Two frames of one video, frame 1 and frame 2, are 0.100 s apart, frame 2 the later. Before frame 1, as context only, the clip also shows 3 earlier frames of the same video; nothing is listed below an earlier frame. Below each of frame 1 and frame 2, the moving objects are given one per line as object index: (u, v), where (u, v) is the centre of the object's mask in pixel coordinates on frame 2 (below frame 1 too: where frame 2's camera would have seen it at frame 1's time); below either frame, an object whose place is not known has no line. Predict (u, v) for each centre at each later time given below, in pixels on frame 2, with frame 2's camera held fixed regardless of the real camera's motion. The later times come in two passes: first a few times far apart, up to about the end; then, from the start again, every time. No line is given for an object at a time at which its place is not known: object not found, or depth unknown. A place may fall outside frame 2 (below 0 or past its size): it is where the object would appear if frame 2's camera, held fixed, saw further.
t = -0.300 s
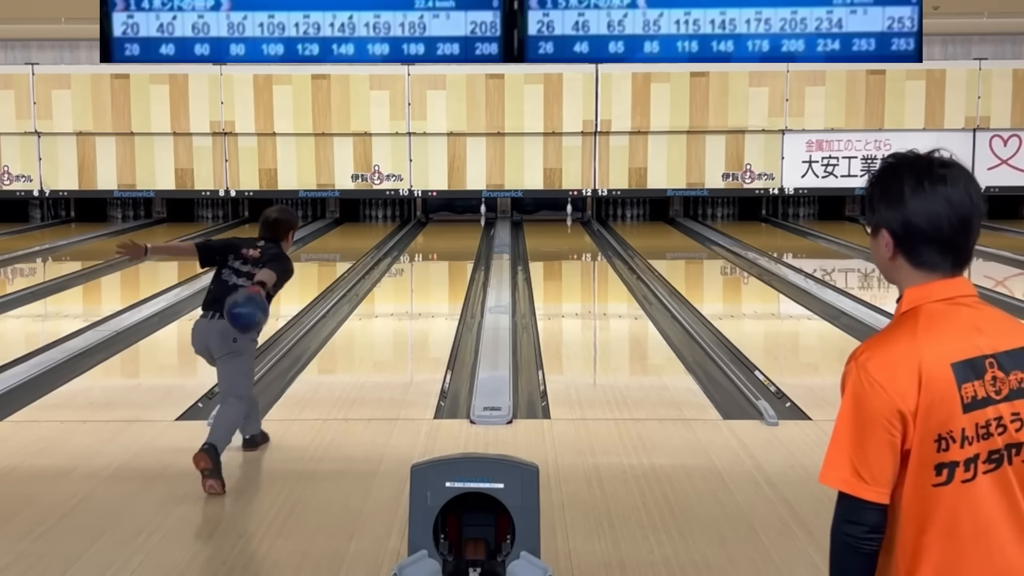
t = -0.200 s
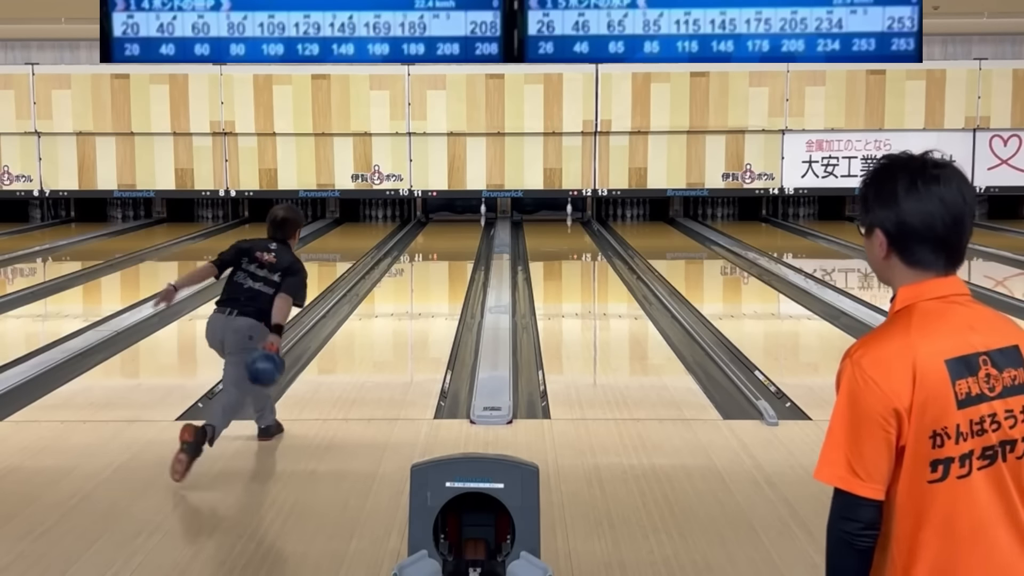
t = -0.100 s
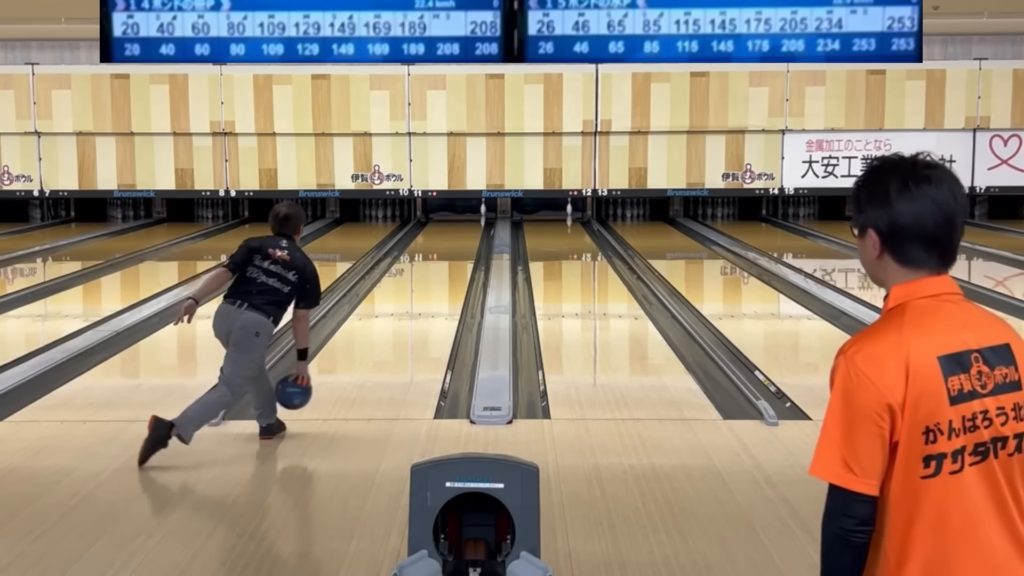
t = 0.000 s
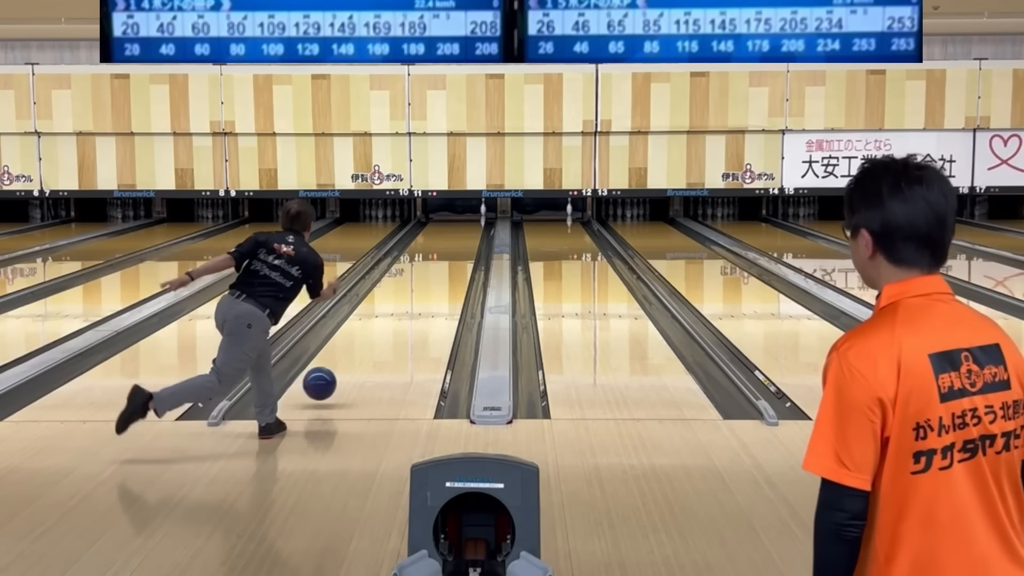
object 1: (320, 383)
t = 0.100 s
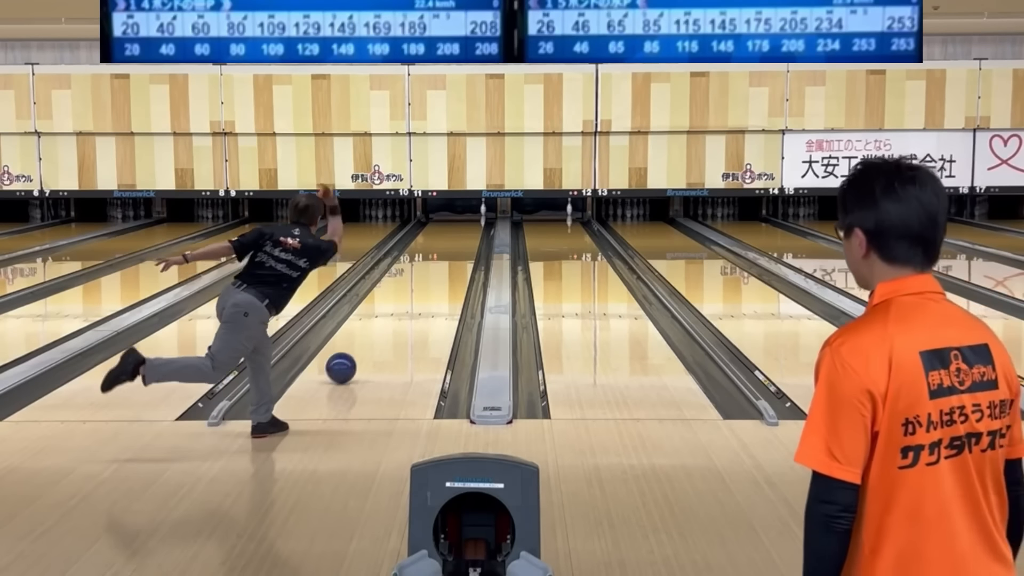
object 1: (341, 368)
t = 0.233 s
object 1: (364, 343)
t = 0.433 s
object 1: (391, 315)
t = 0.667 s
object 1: (414, 290)
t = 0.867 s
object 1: (429, 274)
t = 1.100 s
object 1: (442, 258)
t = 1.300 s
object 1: (452, 247)
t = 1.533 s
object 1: (461, 237)
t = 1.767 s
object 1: (468, 228)
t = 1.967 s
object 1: (473, 223)
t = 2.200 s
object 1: (478, 217)
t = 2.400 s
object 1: (481, 212)
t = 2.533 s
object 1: (481, 210)
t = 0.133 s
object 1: (347, 361)
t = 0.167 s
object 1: (353, 355)
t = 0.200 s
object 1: (359, 349)
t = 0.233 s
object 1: (364, 343)
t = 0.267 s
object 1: (369, 338)
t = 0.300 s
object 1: (374, 333)
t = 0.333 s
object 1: (378, 328)
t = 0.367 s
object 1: (383, 323)
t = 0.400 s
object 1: (387, 319)
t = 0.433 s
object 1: (391, 315)
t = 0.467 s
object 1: (394, 311)
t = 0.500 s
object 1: (398, 307)
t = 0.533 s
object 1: (401, 303)
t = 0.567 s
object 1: (405, 300)
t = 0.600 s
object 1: (408, 296)
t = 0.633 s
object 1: (411, 293)
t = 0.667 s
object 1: (414, 290)
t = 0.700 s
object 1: (416, 287)
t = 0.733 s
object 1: (419, 284)
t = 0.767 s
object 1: (421, 281)
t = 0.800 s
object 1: (424, 279)
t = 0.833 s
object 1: (426, 276)
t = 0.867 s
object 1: (429, 274)
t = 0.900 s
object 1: (431, 271)
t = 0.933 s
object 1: (433, 269)
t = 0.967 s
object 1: (435, 267)
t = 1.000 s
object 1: (437, 264)
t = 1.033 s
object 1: (439, 262)
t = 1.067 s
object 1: (440, 260)
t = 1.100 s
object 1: (442, 258)
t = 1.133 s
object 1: (444, 256)
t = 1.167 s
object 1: (446, 254)
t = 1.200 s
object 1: (447, 252)
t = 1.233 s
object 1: (449, 251)
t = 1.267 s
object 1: (450, 249)
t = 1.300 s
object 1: (452, 247)
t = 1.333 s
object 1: (453, 246)
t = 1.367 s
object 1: (455, 244)
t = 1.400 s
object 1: (456, 243)
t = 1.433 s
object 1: (457, 241)
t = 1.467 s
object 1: (458, 240)
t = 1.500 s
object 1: (459, 239)
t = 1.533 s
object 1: (461, 237)
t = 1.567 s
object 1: (462, 236)
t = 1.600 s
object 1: (463, 235)
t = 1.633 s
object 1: (464, 233)
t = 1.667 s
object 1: (466, 232)
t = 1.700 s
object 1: (466, 231)
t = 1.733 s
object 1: (467, 230)
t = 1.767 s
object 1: (468, 228)
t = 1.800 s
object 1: (469, 227)
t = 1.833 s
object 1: (470, 226)
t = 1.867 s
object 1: (471, 225)
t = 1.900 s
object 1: (472, 224)
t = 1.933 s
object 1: (473, 224)
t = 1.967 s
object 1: (473, 223)
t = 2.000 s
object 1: (474, 222)
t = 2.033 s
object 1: (474, 221)
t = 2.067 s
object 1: (476, 220)
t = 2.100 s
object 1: (476, 219)
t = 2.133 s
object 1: (477, 218)
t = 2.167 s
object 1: (477, 218)
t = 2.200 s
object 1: (478, 217)
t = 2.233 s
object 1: (478, 216)
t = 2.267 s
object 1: (479, 215)
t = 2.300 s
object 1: (479, 213)
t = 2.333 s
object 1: (480, 213)
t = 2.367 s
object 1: (480, 212)
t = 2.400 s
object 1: (481, 212)
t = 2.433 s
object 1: (482, 211)
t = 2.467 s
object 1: (482, 210)
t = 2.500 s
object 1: (481, 210)
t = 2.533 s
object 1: (481, 210)
